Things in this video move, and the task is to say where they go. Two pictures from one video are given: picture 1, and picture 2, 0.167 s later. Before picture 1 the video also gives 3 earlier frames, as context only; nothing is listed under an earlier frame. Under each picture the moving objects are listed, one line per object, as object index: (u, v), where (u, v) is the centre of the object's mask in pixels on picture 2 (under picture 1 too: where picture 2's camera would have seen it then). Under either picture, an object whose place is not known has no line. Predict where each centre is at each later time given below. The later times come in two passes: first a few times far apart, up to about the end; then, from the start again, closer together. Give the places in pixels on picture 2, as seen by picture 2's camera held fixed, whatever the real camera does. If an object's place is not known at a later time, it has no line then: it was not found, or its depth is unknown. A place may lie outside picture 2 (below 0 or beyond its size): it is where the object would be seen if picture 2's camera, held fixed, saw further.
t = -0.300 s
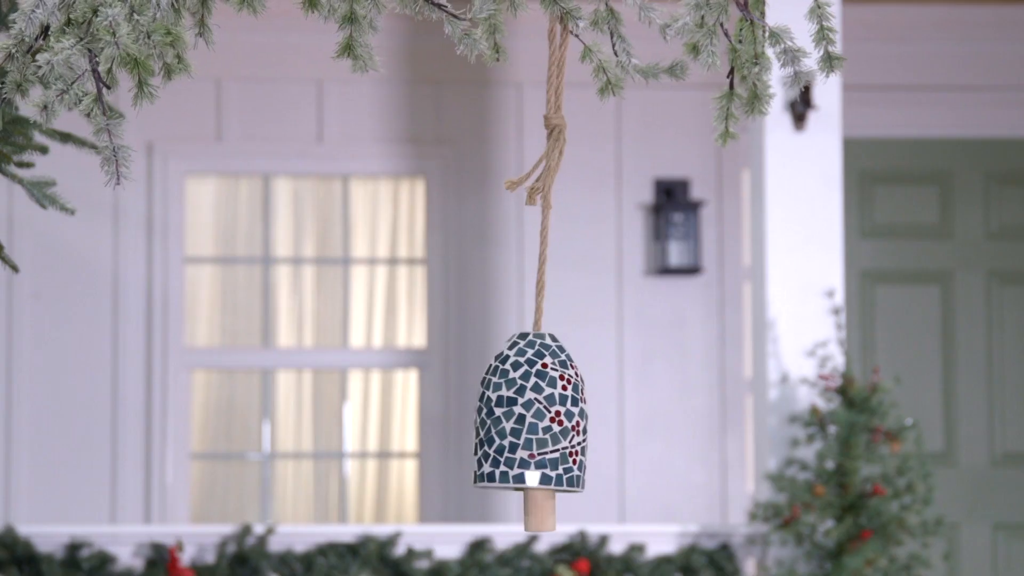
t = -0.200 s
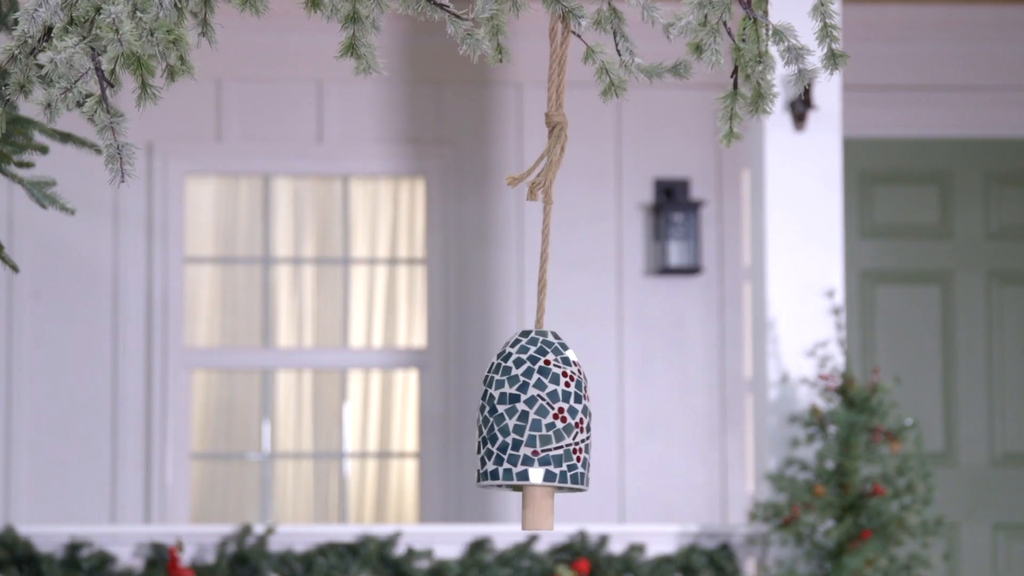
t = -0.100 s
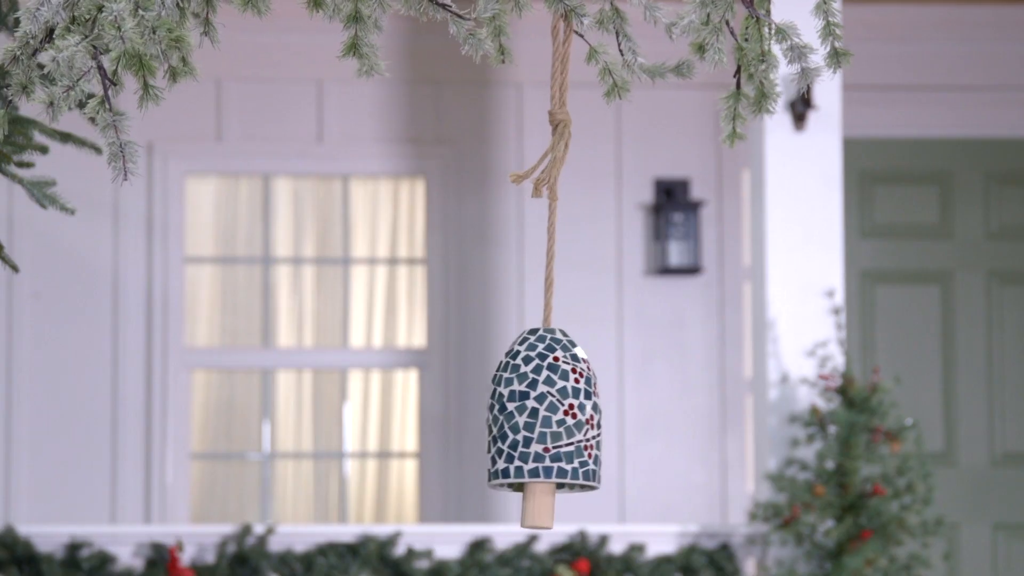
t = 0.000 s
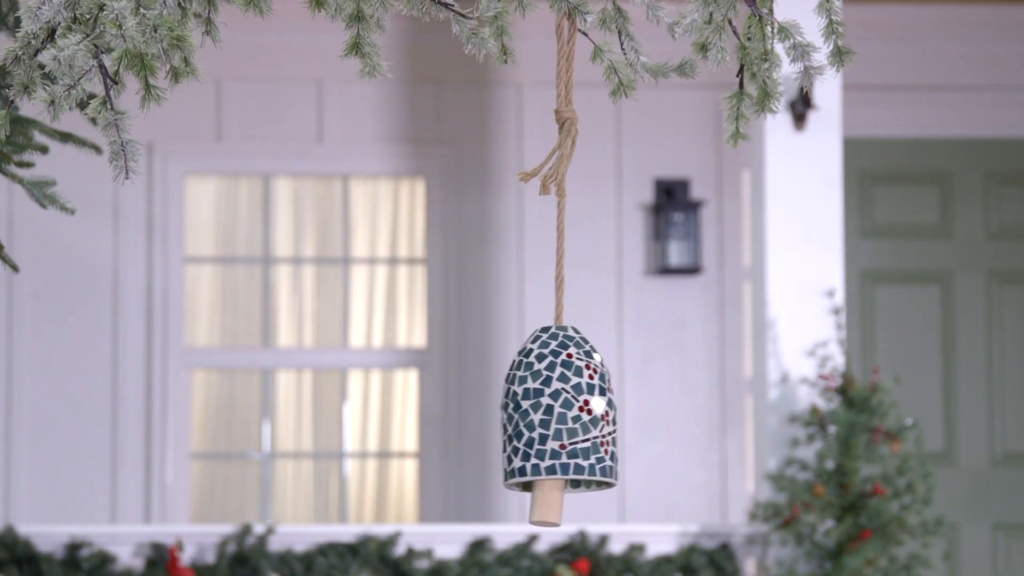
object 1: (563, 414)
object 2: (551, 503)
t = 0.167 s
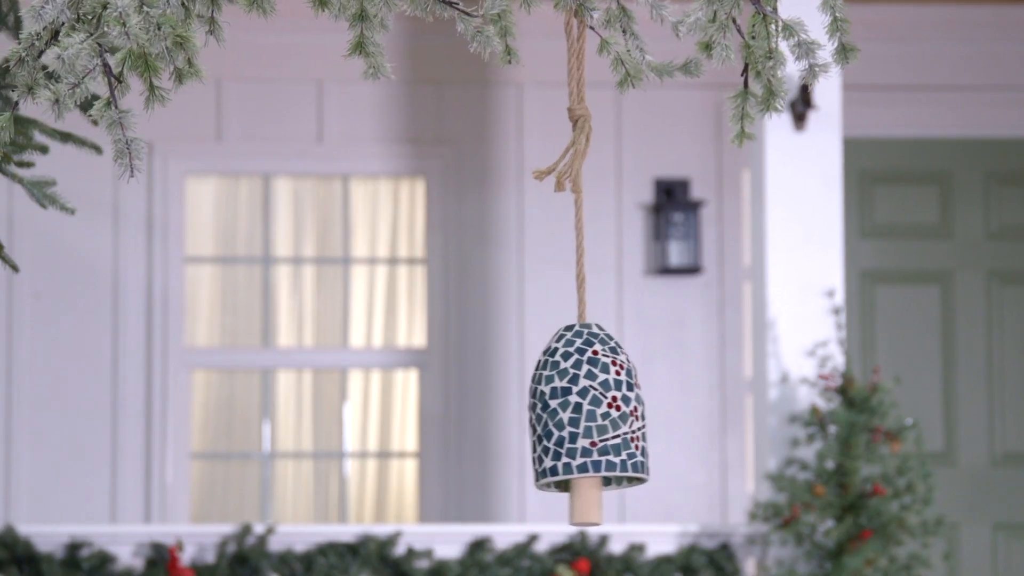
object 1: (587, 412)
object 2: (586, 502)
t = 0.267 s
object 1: (600, 412)
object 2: (613, 501)
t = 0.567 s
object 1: (616, 415)
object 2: (631, 506)
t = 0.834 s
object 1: (591, 418)
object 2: (586, 510)
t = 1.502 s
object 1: (551, 416)
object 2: (538, 506)
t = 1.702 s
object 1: (577, 414)
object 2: (584, 504)
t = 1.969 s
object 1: (611, 413)
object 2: (629, 502)
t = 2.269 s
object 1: (610, 415)
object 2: (612, 507)
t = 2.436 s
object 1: (589, 417)
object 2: (599, 509)
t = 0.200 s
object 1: (591, 412)
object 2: (594, 501)
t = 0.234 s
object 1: (596, 412)
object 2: (604, 501)
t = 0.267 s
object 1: (600, 412)
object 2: (613, 501)
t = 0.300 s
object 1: (604, 412)
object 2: (621, 501)
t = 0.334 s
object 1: (607, 413)
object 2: (627, 501)
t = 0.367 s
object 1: (610, 413)
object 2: (633, 501)
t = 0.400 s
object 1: (613, 413)
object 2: (636, 501)
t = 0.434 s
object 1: (614, 414)
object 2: (638, 502)
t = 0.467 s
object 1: (615, 414)
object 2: (639, 503)
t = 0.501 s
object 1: (616, 414)
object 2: (637, 504)
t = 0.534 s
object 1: (616, 415)
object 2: (635, 505)
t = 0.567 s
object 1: (616, 415)
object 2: (631, 506)
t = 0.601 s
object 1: (615, 415)
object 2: (625, 507)
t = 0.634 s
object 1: (613, 416)
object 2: (620, 508)
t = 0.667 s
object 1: (611, 416)
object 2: (614, 508)
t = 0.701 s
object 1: (608, 417)
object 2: (607, 509)
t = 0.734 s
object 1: (603, 417)
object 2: (601, 510)
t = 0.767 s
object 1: (600, 417)
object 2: (596, 510)
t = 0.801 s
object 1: (596, 417)
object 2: (591, 510)
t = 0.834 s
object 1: (591, 418)
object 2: (586, 510)
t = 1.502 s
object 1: (551, 416)
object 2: (538, 506)
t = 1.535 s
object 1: (554, 416)
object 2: (543, 506)
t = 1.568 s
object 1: (558, 415)
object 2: (550, 505)
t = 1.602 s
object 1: (562, 415)
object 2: (557, 505)
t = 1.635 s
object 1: (567, 415)
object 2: (566, 505)
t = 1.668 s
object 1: (572, 415)
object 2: (575, 505)
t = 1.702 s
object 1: (577, 414)
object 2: (584, 504)
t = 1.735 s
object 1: (582, 414)
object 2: (593, 503)
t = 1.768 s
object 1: (586, 414)
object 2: (602, 503)
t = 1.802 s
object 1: (591, 413)
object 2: (609, 502)
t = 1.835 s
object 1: (596, 413)
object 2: (615, 502)
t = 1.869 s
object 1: (600, 413)
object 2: (620, 501)
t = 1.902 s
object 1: (604, 413)
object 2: (624, 501)
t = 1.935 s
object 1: (608, 413)
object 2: (627, 501)
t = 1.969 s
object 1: (611, 413)
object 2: (629, 502)
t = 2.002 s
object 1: (614, 413)
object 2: (629, 502)
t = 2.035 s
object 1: (616, 413)
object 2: (628, 503)
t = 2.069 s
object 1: (617, 413)
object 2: (627, 504)
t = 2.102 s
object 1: (618, 413)
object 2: (625, 504)
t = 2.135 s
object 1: (618, 414)
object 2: (623, 505)
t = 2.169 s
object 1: (617, 414)
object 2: (620, 506)
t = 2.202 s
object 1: (615, 415)
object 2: (617, 506)
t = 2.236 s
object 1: (613, 415)
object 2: (614, 507)
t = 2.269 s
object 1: (610, 415)
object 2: (612, 507)
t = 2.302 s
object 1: (607, 416)
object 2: (609, 508)
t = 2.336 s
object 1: (603, 416)
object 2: (607, 508)
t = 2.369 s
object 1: (599, 416)
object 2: (605, 509)
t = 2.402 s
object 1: (594, 417)
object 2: (602, 509)
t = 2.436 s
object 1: (589, 417)
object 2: (599, 509)
